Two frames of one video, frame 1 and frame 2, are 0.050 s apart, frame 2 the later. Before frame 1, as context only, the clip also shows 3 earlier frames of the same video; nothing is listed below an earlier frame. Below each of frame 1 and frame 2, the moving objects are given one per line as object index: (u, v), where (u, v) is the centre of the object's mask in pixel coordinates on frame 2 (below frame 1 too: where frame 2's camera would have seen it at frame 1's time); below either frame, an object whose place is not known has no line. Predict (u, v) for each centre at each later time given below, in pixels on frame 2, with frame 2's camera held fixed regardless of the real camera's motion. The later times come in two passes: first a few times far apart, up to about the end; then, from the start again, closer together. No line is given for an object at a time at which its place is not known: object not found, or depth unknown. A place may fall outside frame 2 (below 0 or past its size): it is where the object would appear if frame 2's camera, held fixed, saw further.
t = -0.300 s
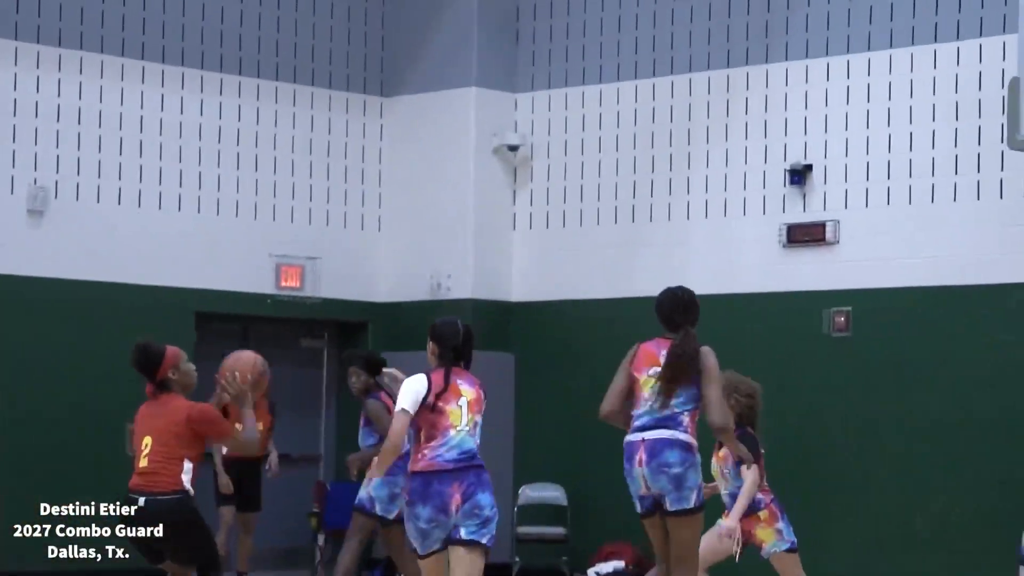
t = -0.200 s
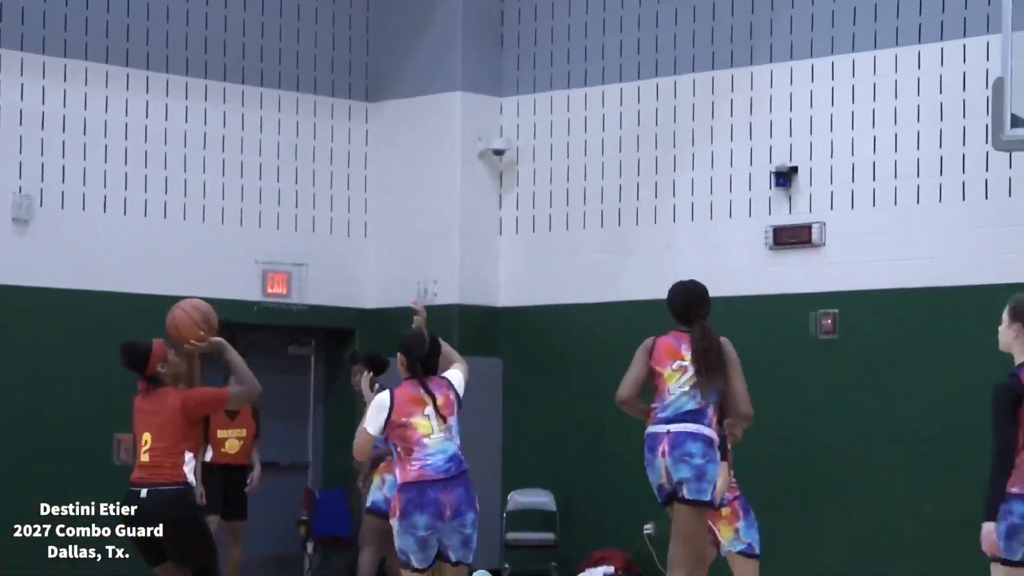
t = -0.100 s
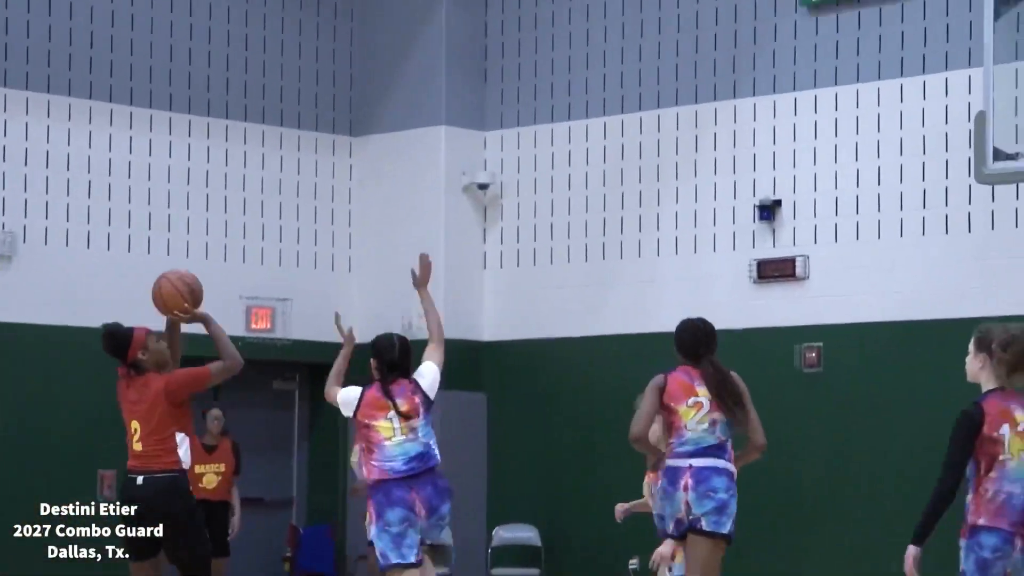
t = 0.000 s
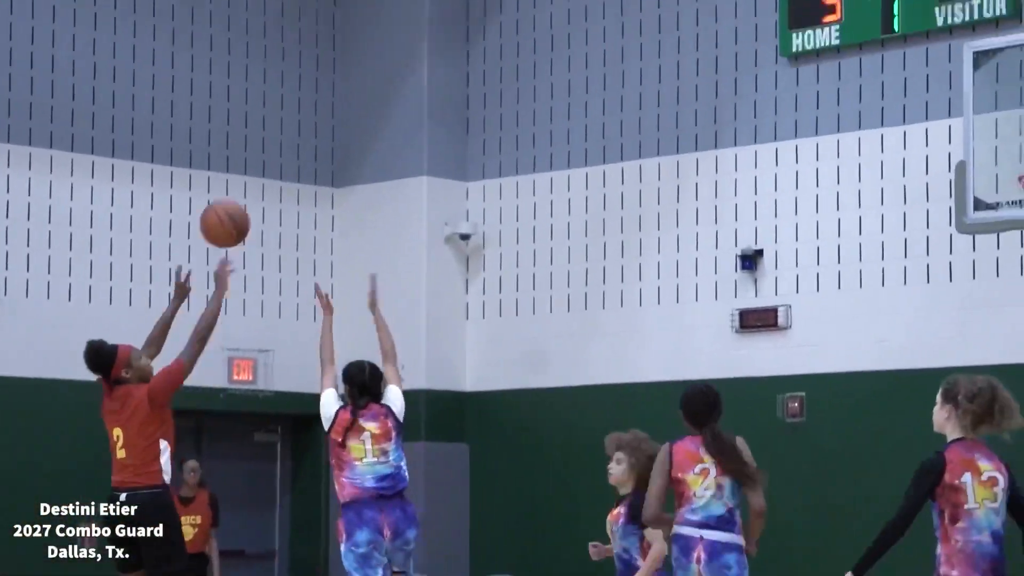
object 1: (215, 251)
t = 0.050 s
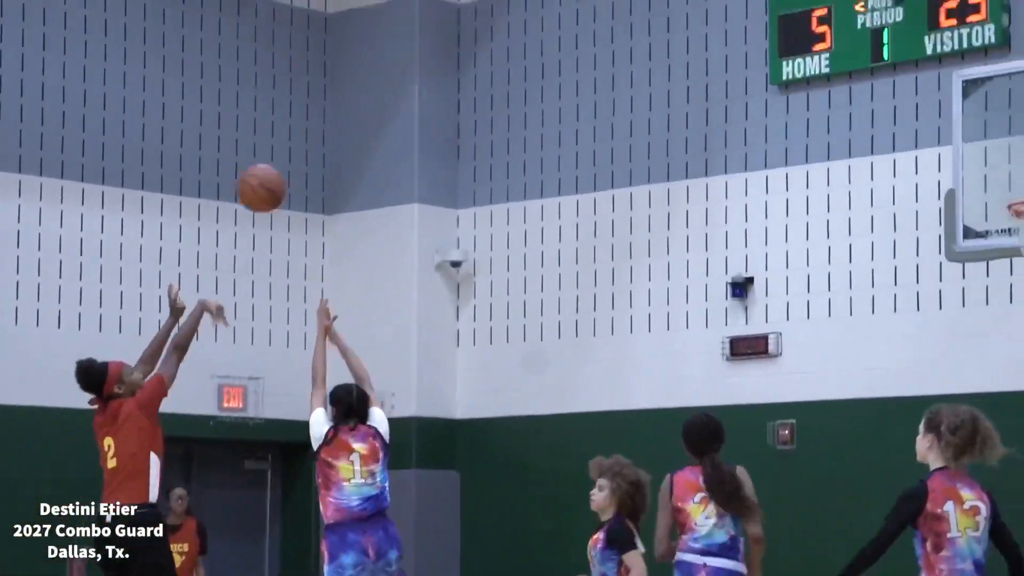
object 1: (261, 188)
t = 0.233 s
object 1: (420, 15)
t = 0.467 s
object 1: (601, -93)
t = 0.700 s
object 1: (768, -95)
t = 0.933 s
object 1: (919, -3)
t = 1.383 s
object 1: (1002, 126)
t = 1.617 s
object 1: (929, 114)
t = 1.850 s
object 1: (848, 207)
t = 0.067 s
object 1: (276, 169)
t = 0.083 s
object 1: (291, 151)
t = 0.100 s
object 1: (305, 133)
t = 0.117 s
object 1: (320, 115)
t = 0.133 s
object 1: (334, 99)
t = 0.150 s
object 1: (349, 83)
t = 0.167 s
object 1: (364, 68)
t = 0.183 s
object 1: (378, 54)
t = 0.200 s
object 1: (392, 40)
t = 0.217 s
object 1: (406, 27)
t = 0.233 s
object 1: (420, 15)
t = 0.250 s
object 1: (434, 4)
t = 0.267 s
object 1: (447, -7)
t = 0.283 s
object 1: (460, -17)
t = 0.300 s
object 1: (473, -26)
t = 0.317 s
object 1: (486, -36)
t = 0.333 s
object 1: (499, -44)
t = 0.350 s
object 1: (512, -53)
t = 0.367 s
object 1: (524, -60)
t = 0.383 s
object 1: (537, -67)
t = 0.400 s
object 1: (550, -73)
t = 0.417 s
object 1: (563, -79)
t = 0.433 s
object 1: (576, -85)
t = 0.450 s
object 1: (588, -90)
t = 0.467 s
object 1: (601, -93)
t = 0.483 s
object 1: (613, -97)
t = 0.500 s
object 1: (625, -100)
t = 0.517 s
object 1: (637, -102)
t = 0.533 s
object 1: (649, -104)
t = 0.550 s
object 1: (662, -106)
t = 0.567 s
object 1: (673, -107)
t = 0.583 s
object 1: (685, -107)
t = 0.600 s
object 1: (697, -107)
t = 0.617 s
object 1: (709, -107)
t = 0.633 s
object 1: (721, -105)
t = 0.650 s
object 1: (733, -104)
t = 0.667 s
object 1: (745, -101)
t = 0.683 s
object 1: (757, -98)
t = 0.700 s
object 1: (768, -95)
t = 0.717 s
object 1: (779, -91)
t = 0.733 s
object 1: (791, -87)
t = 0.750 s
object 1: (802, -83)
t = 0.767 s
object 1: (813, -78)
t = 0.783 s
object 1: (824, -72)
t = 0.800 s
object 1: (835, -67)
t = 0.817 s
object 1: (845, -60)
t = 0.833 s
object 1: (856, -53)
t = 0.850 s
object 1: (867, -45)
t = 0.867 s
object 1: (877, -38)
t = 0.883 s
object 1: (888, -31)
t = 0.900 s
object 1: (899, -22)
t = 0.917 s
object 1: (909, -12)
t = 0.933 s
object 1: (919, -3)
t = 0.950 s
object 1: (930, 7)
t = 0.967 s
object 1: (939, 17)
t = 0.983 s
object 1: (950, 28)
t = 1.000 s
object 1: (960, 39)
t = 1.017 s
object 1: (970, 51)
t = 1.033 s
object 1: (980, 64)
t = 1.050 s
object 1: (990, 76)
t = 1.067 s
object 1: (1000, 90)
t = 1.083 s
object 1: (1010, 102)
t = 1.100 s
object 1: (1020, 117)
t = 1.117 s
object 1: (1029, 131)
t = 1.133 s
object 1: (1039, 147)
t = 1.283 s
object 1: (1031, 161)
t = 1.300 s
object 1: (1026, 155)
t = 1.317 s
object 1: (1022, 147)
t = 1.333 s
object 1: (1017, 142)
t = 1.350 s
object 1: (1012, 136)
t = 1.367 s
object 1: (1007, 131)
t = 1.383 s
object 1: (1002, 126)
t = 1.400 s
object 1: (997, 122)
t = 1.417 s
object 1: (993, 119)
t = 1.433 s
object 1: (987, 115)
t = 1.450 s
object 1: (982, 112)
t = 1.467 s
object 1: (977, 110)
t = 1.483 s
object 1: (972, 109)
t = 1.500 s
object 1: (966, 108)
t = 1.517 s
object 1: (961, 107)
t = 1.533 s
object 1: (956, 106)
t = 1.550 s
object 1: (951, 107)
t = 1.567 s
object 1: (945, 108)
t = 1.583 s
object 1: (940, 109)
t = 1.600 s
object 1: (935, 112)
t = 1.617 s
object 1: (929, 114)
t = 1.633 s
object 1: (923, 117)
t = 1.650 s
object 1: (918, 120)
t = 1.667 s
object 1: (913, 124)
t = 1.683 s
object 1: (907, 129)
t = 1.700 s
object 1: (902, 134)
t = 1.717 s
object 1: (896, 140)
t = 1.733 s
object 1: (890, 146)
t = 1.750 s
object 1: (884, 153)
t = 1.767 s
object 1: (878, 160)
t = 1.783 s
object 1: (872, 168)
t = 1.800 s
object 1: (866, 177)
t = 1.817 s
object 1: (860, 186)
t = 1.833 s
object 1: (854, 196)
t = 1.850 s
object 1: (848, 207)
